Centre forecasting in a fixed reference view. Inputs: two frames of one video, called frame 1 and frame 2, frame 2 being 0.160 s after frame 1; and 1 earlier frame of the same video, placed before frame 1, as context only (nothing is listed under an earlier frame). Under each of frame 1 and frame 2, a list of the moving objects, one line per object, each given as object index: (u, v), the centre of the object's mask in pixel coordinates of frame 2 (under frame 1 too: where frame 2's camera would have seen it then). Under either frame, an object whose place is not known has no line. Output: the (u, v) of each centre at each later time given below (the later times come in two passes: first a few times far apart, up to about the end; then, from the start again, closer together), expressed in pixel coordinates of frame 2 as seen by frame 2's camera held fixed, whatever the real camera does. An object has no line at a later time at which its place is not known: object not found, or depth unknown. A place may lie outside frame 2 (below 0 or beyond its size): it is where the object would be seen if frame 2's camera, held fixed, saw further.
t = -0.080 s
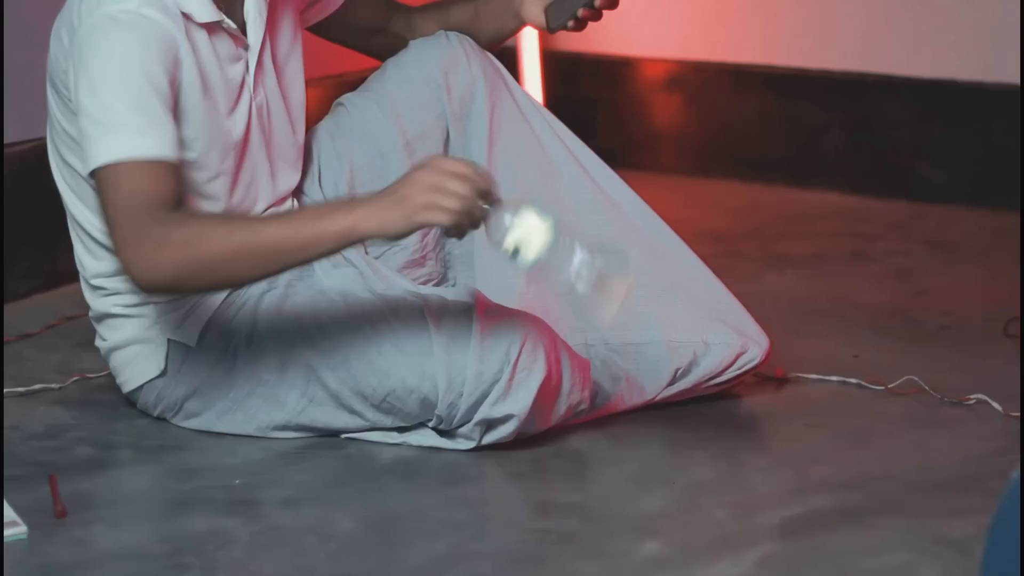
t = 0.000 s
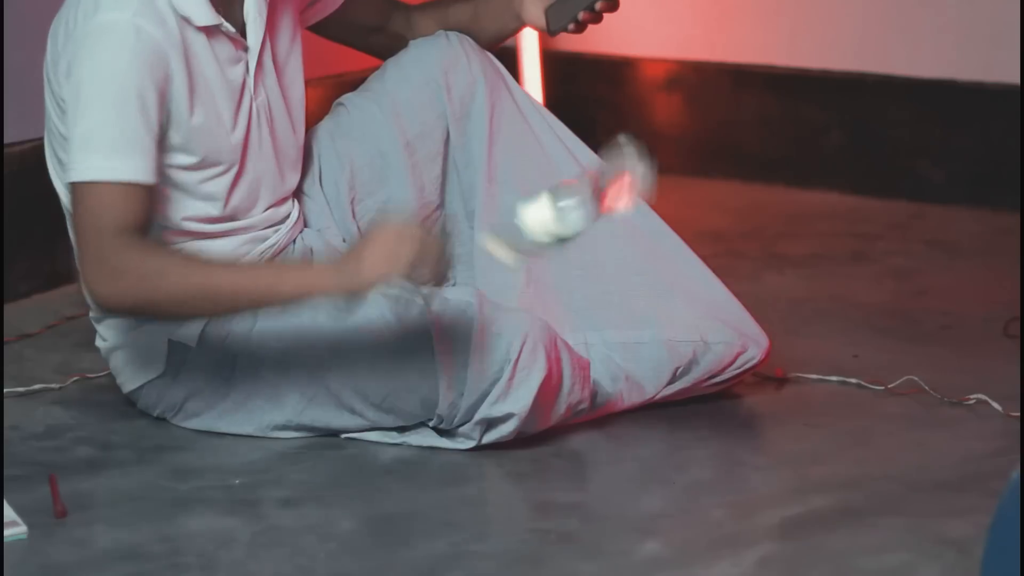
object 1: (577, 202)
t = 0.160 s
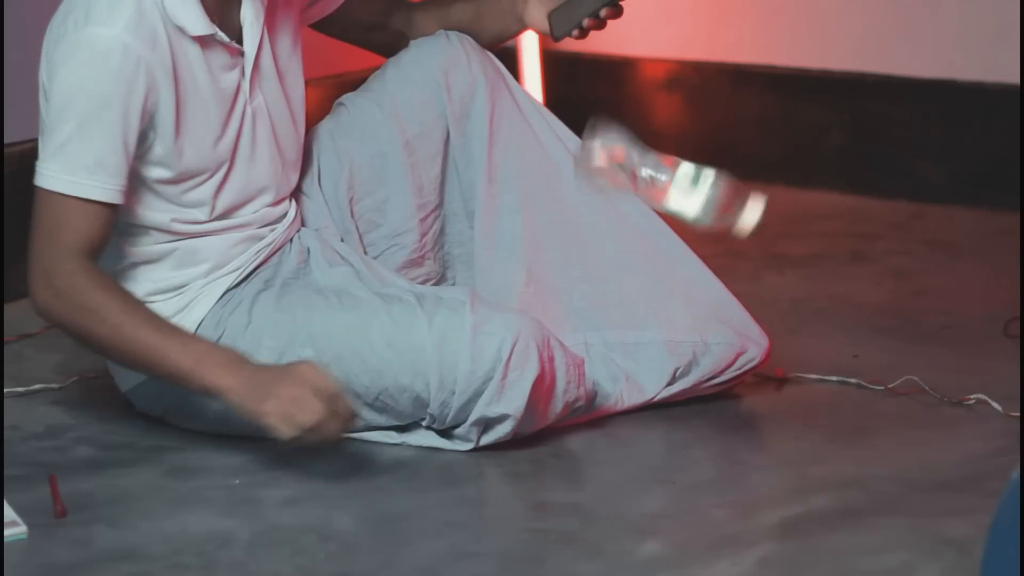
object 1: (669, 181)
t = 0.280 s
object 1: (672, 275)
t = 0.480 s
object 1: (625, 433)
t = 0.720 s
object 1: (567, 468)
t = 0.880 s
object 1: (560, 471)
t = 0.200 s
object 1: (672, 198)
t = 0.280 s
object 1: (672, 275)
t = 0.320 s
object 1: (650, 389)
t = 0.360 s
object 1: (643, 439)
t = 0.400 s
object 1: (638, 437)
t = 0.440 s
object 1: (632, 434)
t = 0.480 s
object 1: (625, 433)
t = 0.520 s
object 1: (619, 431)
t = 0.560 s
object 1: (612, 432)
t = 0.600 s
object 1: (602, 434)
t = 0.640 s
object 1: (589, 441)
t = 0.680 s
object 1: (576, 457)
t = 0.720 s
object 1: (567, 468)
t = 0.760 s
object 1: (564, 463)
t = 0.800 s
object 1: (559, 466)
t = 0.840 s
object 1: (560, 470)
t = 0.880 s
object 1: (560, 471)
